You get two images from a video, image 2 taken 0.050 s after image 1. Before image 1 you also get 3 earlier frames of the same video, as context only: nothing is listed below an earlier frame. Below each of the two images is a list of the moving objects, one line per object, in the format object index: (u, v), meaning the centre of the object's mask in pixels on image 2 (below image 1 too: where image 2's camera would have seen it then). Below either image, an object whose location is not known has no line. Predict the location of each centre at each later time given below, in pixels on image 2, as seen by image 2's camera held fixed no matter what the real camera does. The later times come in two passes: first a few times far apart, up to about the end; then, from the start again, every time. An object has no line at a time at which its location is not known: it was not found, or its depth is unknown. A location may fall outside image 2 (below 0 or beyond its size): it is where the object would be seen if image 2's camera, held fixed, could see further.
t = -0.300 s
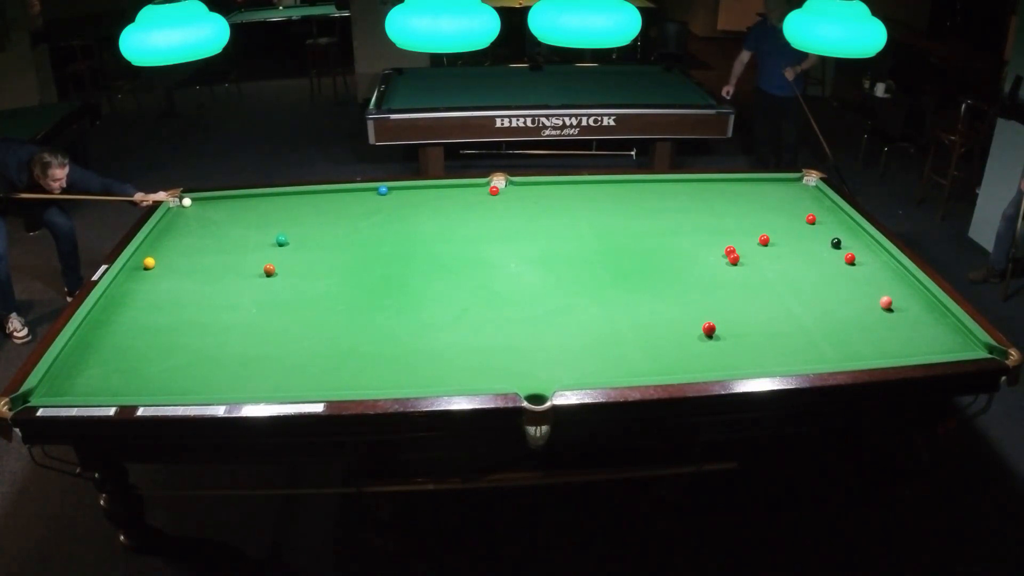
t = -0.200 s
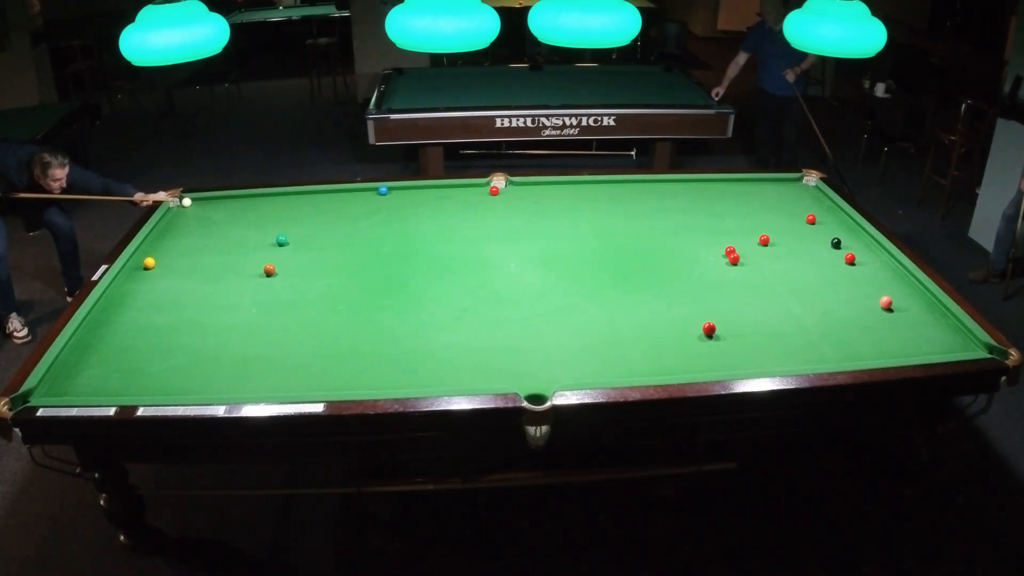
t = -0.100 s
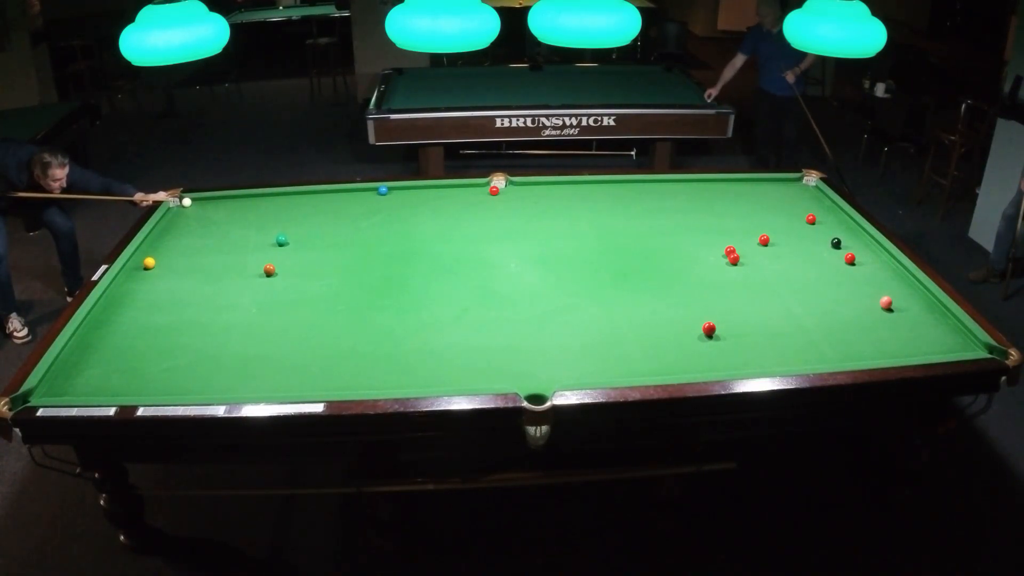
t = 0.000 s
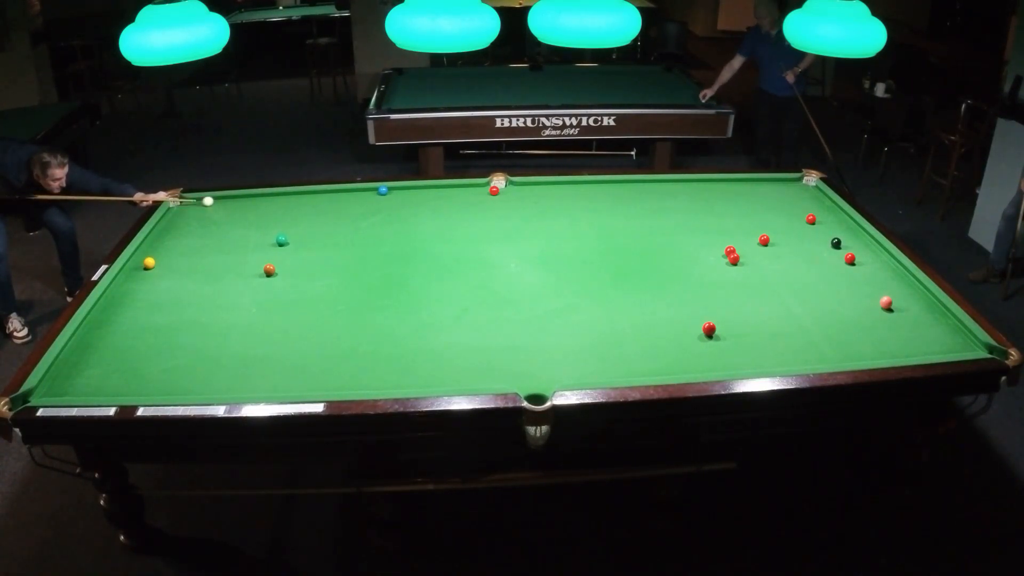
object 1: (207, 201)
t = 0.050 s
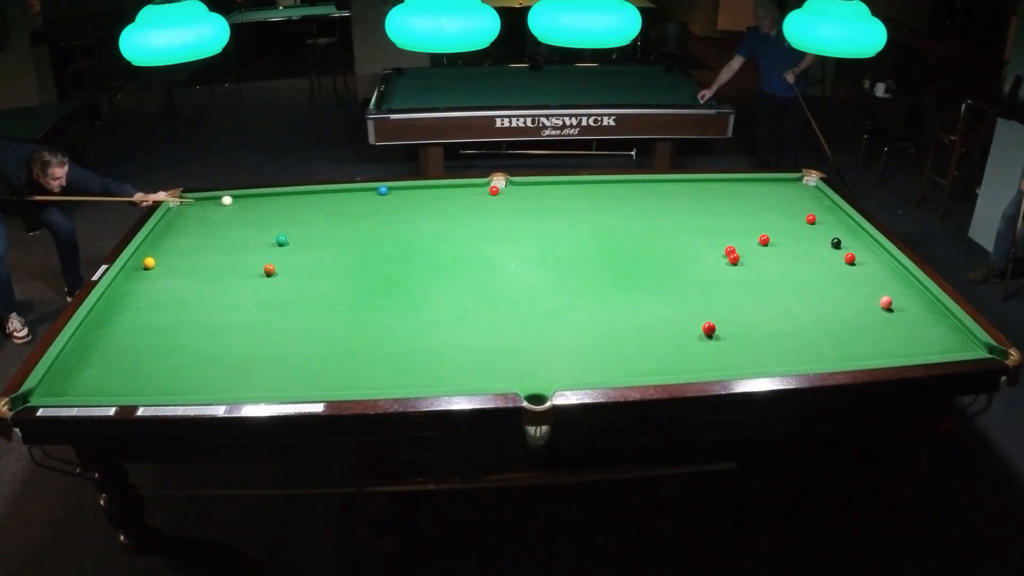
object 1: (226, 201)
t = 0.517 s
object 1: (412, 196)
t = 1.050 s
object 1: (627, 194)
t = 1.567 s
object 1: (814, 197)
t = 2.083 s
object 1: (704, 201)
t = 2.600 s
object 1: (564, 208)
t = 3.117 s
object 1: (421, 216)
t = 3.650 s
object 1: (279, 225)
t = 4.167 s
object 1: (155, 236)
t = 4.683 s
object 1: (235, 233)
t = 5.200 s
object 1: (325, 231)
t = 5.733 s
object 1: (415, 230)
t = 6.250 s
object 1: (498, 229)
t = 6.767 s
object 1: (576, 229)
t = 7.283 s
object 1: (645, 229)
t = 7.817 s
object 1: (707, 229)
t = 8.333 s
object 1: (760, 230)
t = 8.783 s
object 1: (800, 231)
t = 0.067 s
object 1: (233, 200)
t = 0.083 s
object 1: (239, 200)
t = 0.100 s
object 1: (246, 200)
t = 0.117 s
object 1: (252, 200)
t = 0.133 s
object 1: (258, 200)
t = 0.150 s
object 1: (265, 199)
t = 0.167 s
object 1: (272, 199)
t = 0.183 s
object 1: (278, 199)
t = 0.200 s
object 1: (285, 199)
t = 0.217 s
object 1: (291, 198)
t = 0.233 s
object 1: (298, 198)
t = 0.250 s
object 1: (304, 198)
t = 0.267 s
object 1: (311, 198)
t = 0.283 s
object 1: (318, 198)
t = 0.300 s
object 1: (325, 198)
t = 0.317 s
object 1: (331, 198)
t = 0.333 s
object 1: (338, 197)
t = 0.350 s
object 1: (344, 197)
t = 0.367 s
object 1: (351, 197)
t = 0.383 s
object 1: (358, 197)
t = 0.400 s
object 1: (365, 197)
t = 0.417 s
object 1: (371, 196)
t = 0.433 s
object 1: (378, 196)
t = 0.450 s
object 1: (385, 196)
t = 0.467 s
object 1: (392, 196)
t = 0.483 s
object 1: (398, 196)
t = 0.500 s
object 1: (405, 196)
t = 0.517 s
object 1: (412, 196)
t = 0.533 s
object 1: (419, 196)
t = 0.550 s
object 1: (426, 195)
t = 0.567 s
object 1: (433, 195)
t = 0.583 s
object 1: (439, 195)
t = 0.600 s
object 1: (446, 195)
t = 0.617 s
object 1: (453, 195)
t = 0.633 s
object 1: (460, 195)
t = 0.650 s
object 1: (467, 195)
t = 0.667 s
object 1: (473, 195)
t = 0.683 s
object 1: (480, 195)
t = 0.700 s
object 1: (487, 195)
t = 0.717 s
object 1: (494, 194)
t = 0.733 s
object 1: (501, 194)
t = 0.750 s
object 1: (507, 194)
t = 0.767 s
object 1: (514, 194)
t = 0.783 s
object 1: (521, 194)
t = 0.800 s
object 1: (528, 194)
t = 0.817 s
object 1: (535, 194)
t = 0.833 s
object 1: (541, 194)
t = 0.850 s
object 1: (548, 194)
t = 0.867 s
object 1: (555, 194)
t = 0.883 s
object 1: (561, 194)
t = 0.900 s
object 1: (568, 194)
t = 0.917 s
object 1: (575, 194)
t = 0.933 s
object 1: (581, 194)
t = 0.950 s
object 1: (588, 194)
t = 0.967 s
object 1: (595, 194)
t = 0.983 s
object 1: (601, 194)
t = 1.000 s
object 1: (608, 194)
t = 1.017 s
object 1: (614, 194)
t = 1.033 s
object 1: (621, 194)
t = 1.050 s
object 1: (627, 194)
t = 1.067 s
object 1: (634, 194)
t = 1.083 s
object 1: (640, 194)
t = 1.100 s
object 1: (647, 194)
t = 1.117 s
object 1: (653, 194)
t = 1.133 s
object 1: (659, 194)
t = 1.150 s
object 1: (666, 194)
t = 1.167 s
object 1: (672, 194)
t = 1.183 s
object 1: (678, 195)
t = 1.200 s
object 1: (685, 195)
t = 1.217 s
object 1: (691, 195)
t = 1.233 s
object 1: (697, 195)
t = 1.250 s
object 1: (703, 195)
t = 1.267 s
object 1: (709, 195)
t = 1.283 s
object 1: (715, 195)
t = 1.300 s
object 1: (722, 195)
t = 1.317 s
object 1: (727, 195)
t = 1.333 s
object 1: (734, 195)
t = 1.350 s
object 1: (740, 195)
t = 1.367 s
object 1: (745, 195)
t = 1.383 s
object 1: (751, 196)
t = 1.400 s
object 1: (757, 196)
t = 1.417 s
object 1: (763, 196)
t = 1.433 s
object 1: (769, 196)
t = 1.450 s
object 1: (775, 196)
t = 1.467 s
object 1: (780, 196)
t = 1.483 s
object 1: (786, 196)
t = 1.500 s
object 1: (792, 196)
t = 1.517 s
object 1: (797, 196)
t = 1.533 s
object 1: (803, 196)
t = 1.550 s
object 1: (809, 196)
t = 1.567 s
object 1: (814, 197)
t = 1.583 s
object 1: (820, 197)
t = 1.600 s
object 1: (825, 197)
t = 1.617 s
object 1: (822, 197)
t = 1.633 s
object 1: (818, 197)
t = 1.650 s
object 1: (814, 197)
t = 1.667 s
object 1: (810, 197)
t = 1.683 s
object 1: (805, 198)
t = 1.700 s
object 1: (801, 198)
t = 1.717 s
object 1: (797, 198)
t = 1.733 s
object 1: (793, 198)
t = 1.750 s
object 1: (789, 198)
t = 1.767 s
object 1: (785, 198)
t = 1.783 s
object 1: (781, 198)
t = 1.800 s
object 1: (777, 198)
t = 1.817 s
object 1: (773, 199)
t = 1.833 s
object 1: (768, 199)
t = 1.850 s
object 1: (764, 199)
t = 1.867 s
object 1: (760, 199)
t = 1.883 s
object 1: (756, 199)
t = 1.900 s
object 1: (752, 199)
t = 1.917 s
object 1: (747, 200)
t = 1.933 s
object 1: (743, 200)
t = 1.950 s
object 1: (739, 200)
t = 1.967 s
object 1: (735, 200)
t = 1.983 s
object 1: (730, 200)
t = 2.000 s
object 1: (726, 200)
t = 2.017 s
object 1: (722, 200)
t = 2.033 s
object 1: (717, 201)
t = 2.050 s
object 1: (713, 201)
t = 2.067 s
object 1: (708, 201)
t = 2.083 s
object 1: (704, 201)
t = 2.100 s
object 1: (700, 201)
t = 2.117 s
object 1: (695, 201)
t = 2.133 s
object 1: (691, 202)
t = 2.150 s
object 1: (686, 202)
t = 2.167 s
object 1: (682, 202)
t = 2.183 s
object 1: (677, 202)
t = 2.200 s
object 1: (673, 202)
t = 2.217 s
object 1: (668, 202)
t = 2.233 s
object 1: (664, 203)
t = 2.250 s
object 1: (660, 203)
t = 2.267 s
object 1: (655, 203)
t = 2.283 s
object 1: (651, 203)
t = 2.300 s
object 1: (646, 203)
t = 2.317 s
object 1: (642, 204)
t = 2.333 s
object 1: (637, 204)
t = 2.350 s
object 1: (633, 204)
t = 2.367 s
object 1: (628, 204)
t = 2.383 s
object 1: (624, 204)
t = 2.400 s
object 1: (619, 205)
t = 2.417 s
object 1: (615, 205)
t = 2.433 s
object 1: (610, 205)
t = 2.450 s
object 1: (605, 205)
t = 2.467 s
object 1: (601, 205)
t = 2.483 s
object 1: (596, 206)
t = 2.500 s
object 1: (592, 206)
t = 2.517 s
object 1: (587, 206)
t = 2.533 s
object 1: (583, 207)
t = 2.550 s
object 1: (578, 207)
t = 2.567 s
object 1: (573, 207)
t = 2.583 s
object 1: (569, 207)
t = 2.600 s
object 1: (564, 208)
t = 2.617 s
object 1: (560, 208)
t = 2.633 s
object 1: (555, 208)
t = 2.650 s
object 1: (550, 208)
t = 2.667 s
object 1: (546, 209)
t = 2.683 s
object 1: (541, 209)
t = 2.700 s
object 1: (536, 209)
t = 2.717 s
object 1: (532, 209)
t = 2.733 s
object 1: (527, 209)
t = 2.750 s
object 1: (523, 210)
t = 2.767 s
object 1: (518, 210)
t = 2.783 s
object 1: (513, 210)
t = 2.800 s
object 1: (509, 210)
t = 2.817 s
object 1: (504, 211)
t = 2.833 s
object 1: (499, 211)
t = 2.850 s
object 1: (495, 211)
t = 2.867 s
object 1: (490, 211)
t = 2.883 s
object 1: (485, 212)
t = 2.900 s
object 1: (481, 212)
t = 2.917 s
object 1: (476, 212)
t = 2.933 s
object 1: (472, 212)
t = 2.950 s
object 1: (467, 213)
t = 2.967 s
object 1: (462, 213)
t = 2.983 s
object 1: (458, 213)
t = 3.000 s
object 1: (453, 214)
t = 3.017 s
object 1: (448, 214)
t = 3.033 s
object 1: (444, 214)
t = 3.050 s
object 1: (439, 215)
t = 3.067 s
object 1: (435, 215)
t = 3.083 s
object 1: (430, 215)
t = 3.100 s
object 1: (425, 215)
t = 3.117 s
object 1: (421, 216)
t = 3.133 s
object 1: (416, 216)
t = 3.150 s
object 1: (412, 216)
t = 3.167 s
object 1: (407, 217)
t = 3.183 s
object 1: (403, 217)
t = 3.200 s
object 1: (398, 217)
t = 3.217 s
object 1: (394, 217)
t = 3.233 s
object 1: (389, 218)
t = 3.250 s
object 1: (385, 218)
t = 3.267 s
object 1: (380, 218)
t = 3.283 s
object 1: (375, 219)
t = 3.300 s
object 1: (371, 219)
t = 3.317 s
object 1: (367, 219)
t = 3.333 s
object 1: (362, 219)
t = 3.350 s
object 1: (358, 220)
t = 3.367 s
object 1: (353, 220)
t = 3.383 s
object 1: (349, 221)
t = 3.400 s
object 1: (344, 221)
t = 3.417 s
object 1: (340, 221)
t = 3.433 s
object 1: (335, 221)
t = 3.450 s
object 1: (331, 222)
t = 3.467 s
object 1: (327, 222)
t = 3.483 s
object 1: (322, 222)
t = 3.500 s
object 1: (318, 223)
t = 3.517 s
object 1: (314, 223)
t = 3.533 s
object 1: (309, 223)
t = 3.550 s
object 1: (305, 223)
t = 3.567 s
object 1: (301, 224)
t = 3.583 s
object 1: (297, 224)
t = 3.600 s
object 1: (292, 224)
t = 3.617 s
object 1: (288, 225)
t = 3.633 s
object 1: (284, 225)
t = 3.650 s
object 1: (279, 225)
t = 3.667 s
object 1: (275, 226)
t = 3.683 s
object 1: (271, 226)
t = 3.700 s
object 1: (267, 226)
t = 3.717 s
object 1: (262, 227)
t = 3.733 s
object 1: (258, 227)
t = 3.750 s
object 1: (254, 227)
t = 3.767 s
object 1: (250, 228)
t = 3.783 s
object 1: (246, 228)
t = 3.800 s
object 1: (242, 229)
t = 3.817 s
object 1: (238, 229)
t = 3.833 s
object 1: (233, 229)
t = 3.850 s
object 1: (229, 229)
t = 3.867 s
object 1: (225, 230)
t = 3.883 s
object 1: (221, 230)
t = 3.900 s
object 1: (217, 230)
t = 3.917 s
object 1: (213, 231)
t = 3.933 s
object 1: (209, 231)
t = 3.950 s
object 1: (205, 231)
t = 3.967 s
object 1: (201, 232)
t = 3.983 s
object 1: (197, 232)
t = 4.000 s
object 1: (194, 232)
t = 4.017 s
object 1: (190, 233)
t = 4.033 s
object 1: (186, 233)
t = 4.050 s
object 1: (182, 233)
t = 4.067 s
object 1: (178, 234)
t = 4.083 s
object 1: (174, 234)
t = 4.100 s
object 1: (170, 234)
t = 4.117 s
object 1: (166, 235)
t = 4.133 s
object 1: (163, 235)
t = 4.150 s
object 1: (159, 235)
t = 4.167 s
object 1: (155, 236)
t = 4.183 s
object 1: (151, 236)
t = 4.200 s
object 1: (150, 236)
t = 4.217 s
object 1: (154, 236)
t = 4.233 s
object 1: (157, 236)
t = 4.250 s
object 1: (160, 236)
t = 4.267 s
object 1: (163, 236)
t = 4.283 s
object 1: (166, 236)
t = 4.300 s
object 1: (169, 236)
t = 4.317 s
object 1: (172, 236)
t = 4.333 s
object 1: (174, 236)
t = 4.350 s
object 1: (177, 235)
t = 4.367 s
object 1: (180, 235)
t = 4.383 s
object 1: (183, 235)
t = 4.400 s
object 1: (186, 235)
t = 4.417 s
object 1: (189, 235)
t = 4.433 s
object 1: (192, 235)
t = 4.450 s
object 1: (195, 235)
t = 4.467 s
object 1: (198, 234)
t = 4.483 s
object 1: (200, 234)
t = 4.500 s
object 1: (203, 234)
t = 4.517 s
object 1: (206, 234)
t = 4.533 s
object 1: (209, 234)
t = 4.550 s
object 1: (212, 234)
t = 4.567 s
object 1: (215, 234)
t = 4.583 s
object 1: (218, 234)
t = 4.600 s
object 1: (221, 234)
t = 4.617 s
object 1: (224, 234)
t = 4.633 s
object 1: (226, 234)
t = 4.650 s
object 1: (229, 234)
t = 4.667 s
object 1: (232, 234)
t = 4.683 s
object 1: (235, 233)
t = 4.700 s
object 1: (238, 233)
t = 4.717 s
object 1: (241, 233)
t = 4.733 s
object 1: (244, 233)
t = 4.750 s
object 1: (247, 233)
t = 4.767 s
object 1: (249, 233)
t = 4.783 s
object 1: (252, 233)
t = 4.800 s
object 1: (255, 233)
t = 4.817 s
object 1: (258, 233)
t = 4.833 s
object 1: (261, 233)
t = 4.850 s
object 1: (264, 233)
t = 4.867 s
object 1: (267, 233)
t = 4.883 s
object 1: (270, 233)
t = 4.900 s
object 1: (273, 232)
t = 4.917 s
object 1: (275, 232)
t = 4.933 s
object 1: (278, 231)
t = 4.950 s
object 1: (281, 231)
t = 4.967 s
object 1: (285, 231)
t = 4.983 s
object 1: (288, 232)
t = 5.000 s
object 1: (290, 232)
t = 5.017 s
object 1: (293, 232)
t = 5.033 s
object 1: (296, 232)
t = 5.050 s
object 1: (299, 232)
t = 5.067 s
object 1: (302, 232)
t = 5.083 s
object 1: (305, 232)
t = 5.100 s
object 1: (307, 232)
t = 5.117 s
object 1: (310, 232)
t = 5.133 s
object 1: (313, 232)
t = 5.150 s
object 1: (316, 231)
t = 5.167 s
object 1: (319, 232)
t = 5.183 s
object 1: (322, 231)
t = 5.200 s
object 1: (325, 231)
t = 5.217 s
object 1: (327, 231)
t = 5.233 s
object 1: (330, 231)
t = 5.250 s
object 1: (333, 231)
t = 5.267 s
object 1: (336, 231)
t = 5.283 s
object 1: (339, 231)
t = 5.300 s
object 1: (342, 231)
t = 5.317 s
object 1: (345, 231)
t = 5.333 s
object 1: (348, 231)
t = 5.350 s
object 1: (350, 231)
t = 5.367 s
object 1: (353, 231)
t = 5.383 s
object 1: (356, 231)
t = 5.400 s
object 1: (359, 231)
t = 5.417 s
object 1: (362, 231)
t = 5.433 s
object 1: (364, 231)
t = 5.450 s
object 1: (367, 231)
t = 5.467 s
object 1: (370, 231)
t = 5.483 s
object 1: (373, 231)
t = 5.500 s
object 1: (376, 231)
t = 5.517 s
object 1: (378, 231)
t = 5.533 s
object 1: (381, 231)
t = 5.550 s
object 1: (384, 230)
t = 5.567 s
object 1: (387, 230)
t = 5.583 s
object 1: (390, 230)
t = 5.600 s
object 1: (393, 230)
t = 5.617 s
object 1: (396, 230)
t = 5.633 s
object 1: (398, 230)
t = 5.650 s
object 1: (401, 230)
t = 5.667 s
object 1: (404, 230)
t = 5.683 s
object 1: (407, 230)
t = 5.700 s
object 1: (409, 230)
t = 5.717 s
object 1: (412, 230)
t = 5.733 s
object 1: (415, 230)
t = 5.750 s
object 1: (418, 230)
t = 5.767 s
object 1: (420, 230)
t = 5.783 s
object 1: (423, 230)
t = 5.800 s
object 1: (426, 230)
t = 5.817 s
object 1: (429, 230)
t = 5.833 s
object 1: (431, 230)
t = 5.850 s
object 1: (434, 230)
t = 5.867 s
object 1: (437, 230)
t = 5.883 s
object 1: (440, 230)
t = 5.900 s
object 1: (443, 230)
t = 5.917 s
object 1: (445, 230)
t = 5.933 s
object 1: (448, 230)
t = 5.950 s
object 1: (451, 230)
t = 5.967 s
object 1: (453, 230)
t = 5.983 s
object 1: (456, 230)
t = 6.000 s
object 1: (459, 230)
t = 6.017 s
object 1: (461, 230)
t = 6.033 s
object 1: (464, 230)
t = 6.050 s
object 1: (467, 230)
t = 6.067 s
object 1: (469, 230)
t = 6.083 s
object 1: (472, 230)
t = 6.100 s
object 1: (475, 229)
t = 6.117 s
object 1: (477, 229)
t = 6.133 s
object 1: (480, 229)
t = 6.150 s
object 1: (483, 229)
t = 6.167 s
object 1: (485, 229)
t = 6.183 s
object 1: (488, 229)
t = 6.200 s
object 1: (490, 229)
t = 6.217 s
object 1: (493, 229)
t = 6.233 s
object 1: (496, 229)
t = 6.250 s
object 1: (498, 229)
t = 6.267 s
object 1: (501, 229)
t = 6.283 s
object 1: (504, 229)
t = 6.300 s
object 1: (506, 229)
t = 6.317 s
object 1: (509, 229)
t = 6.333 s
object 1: (511, 229)
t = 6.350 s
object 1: (514, 229)
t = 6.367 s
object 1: (516, 229)
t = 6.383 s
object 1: (519, 229)
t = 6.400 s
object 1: (521, 229)
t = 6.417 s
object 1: (524, 229)
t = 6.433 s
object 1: (526, 229)
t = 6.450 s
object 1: (529, 229)
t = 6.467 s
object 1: (531, 229)
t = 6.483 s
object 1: (534, 229)
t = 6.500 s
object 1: (536, 229)
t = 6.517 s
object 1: (539, 229)
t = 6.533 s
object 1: (541, 229)
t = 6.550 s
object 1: (544, 229)
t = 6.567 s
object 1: (546, 229)
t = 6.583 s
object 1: (549, 229)
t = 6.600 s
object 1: (551, 229)
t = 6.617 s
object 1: (554, 229)
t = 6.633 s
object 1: (556, 229)
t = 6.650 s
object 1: (559, 229)
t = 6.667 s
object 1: (561, 229)
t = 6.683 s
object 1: (563, 229)
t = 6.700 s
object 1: (566, 229)
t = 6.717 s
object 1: (569, 229)
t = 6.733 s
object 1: (571, 229)
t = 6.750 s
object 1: (573, 229)
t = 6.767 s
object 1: (576, 229)
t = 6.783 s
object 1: (578, 229)
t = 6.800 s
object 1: (580, 229)
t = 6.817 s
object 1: (583, 229)
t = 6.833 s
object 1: (585, 229)
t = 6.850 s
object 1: (588, 228)
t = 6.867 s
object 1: (590, 228)
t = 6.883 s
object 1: (592, 229)
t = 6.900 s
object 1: (594, 229)
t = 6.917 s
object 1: (596, 229)
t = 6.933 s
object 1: (599, 229)
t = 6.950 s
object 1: (601, 228)
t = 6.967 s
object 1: (604, 228)
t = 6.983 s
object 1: (606, 229)
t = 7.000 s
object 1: (608, 228)
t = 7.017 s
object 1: (610, 229)
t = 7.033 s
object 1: (612, 229)
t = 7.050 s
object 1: (615, 228)
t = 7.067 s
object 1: (617, 228)
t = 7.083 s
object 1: (619, 229)
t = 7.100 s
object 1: (621, 229)
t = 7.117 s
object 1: (623, 229)
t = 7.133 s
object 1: (626, 229)
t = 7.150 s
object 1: (628, 228)
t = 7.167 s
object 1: (630, 229)
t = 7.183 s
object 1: (632, 229)
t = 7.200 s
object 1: (634, 229)
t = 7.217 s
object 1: (636, 229)
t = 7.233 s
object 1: (639, 229)
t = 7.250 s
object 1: (641, 228)
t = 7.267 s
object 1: (643, 229)
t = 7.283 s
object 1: (645, 229)
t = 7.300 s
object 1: (647, 229)
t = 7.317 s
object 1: (649, 229)
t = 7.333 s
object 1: (651, 229)
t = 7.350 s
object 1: (652, 229)
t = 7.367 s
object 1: (654, 229)
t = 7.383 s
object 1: (656, 229)
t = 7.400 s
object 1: (659, 229)
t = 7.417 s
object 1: (661, 229)
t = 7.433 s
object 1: (663, 229)
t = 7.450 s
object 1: (665, 229)
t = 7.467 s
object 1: (667, 229)
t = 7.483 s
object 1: (669, 229)
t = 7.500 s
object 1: (671, 229)
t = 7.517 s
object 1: (673, 229)
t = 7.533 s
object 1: (675, 229)
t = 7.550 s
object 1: (677, 229)
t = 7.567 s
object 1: (679, 229)
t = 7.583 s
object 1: (681, 229)
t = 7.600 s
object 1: (683, 229)
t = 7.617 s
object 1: (684, 229)
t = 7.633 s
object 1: (687, 229)
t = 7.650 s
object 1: (689, 229)
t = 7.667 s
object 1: (691, 229)
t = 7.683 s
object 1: (692, 229)
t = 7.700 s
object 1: (694, 229)
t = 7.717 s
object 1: (696, 229)
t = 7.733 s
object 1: (698, 229)
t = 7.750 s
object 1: (700, 229)
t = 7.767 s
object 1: (702, 229)
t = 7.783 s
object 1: (704, 229)
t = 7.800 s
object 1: (705, 229)
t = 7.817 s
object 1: (707, 229)
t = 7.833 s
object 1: (709, 229)
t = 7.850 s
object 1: (711, 229)
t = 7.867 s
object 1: (713, 229)
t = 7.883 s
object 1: (715, 229)
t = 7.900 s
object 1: (716, 230)
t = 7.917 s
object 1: (718, 229)
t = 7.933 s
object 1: (720, 229)
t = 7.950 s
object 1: (722, 230)
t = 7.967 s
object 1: (723, 230)
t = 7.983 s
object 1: (725, 230)
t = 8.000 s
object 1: (727, 230)
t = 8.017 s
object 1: (729, 230)
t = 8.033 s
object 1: (730, 230)
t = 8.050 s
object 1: (732, 230)
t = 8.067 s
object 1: (734, 230)
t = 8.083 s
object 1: (735, 230)
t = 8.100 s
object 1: (737, 230)
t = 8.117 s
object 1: (739, 230)
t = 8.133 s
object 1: (740, 230)
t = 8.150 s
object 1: (742, 230)
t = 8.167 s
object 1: (744, 230)
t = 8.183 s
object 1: (745, 230)
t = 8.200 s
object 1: (747, 230)
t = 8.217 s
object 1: (749, 230)
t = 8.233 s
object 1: (750, 230)
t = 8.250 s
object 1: (752, 230)
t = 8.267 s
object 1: (753, 230)
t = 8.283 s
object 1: (755, 230)
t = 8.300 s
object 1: (757, 230)
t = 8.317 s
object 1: (758, 230)
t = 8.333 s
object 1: (760, 230)
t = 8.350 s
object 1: (761, 229)
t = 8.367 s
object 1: (763, 230)
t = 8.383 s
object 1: (765, 230)
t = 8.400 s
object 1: (766, 230)
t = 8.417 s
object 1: (768, 230)
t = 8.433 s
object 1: (769, 230)
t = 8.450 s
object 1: (770, 230)
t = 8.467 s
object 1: (772, 230)
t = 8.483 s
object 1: (774, 231)
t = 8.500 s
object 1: (775, 231)
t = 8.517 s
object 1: (777, 231)
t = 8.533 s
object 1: (778, 231)
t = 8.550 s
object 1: (780, 231)
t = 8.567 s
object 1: (781, 231)
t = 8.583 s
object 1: (783, 231)
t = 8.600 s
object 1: (784, 231)
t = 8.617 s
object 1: (785, 231)
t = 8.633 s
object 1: (787, 231)
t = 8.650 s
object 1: (788, 231)
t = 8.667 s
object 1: (790, 231)
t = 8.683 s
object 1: (791, 231)
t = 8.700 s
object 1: (793, 231)
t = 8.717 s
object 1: (794, 231)
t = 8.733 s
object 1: (795, 231)
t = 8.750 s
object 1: (797, 231)
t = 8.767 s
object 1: (798, 231)
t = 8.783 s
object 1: (800, 231)
